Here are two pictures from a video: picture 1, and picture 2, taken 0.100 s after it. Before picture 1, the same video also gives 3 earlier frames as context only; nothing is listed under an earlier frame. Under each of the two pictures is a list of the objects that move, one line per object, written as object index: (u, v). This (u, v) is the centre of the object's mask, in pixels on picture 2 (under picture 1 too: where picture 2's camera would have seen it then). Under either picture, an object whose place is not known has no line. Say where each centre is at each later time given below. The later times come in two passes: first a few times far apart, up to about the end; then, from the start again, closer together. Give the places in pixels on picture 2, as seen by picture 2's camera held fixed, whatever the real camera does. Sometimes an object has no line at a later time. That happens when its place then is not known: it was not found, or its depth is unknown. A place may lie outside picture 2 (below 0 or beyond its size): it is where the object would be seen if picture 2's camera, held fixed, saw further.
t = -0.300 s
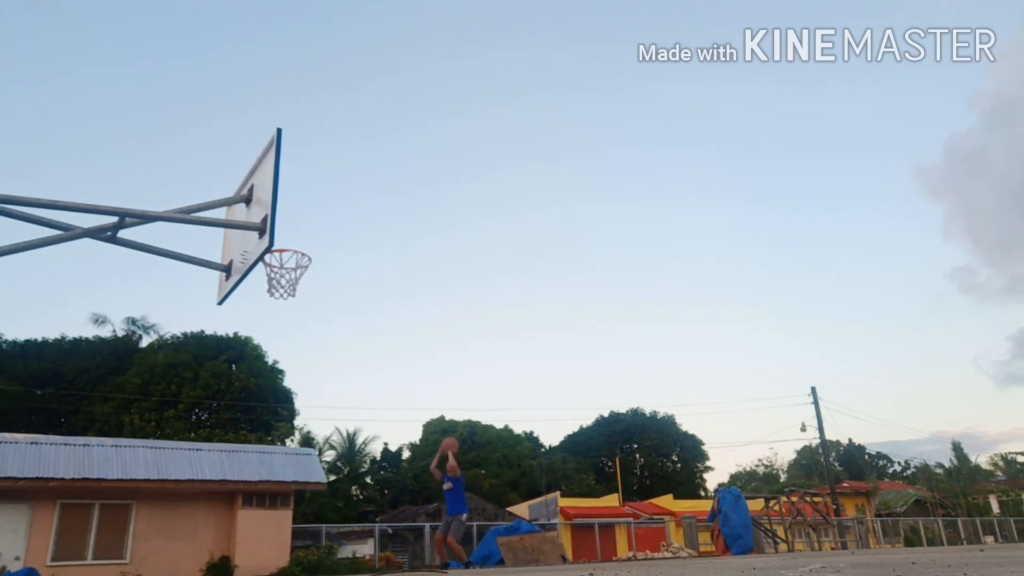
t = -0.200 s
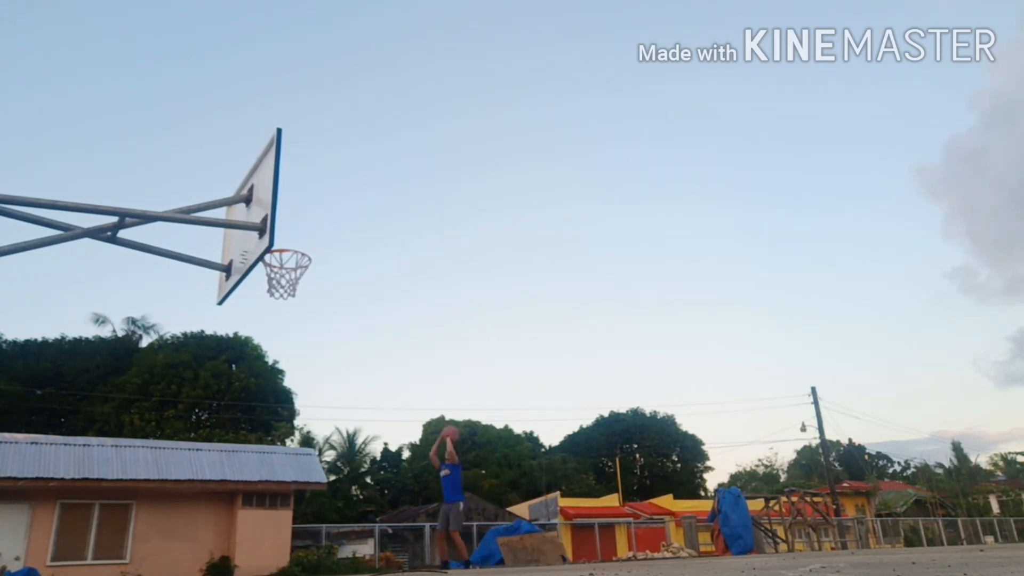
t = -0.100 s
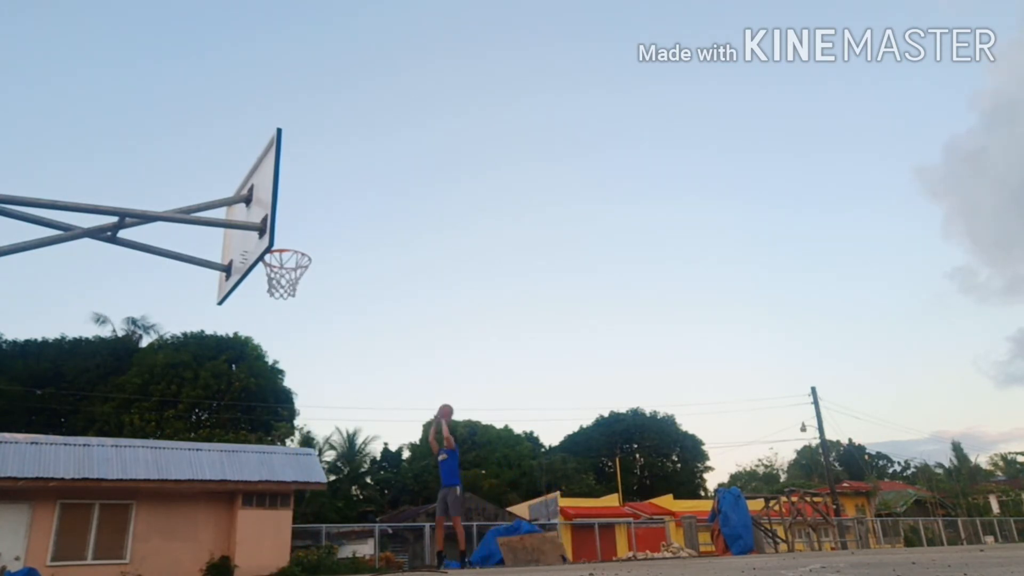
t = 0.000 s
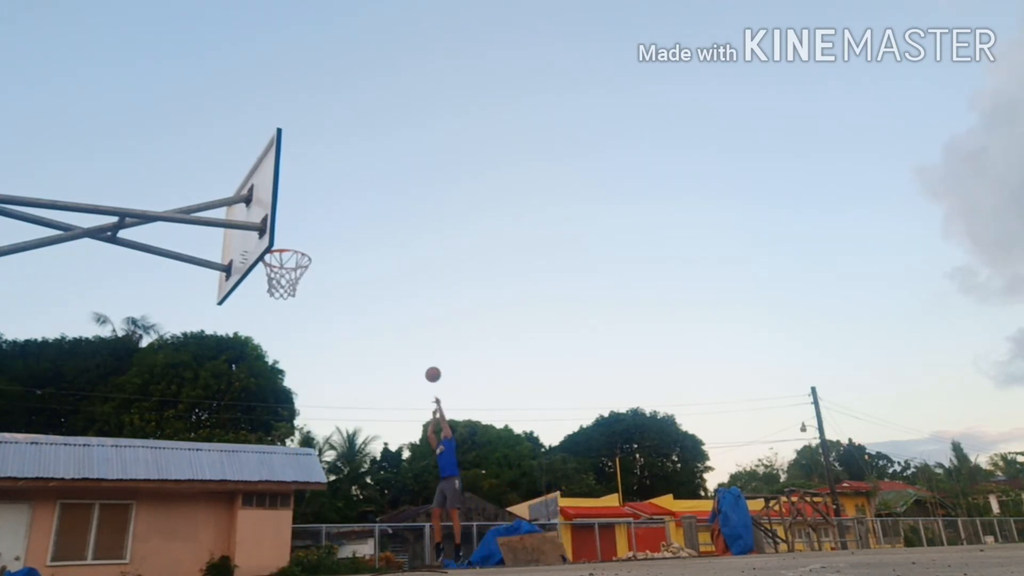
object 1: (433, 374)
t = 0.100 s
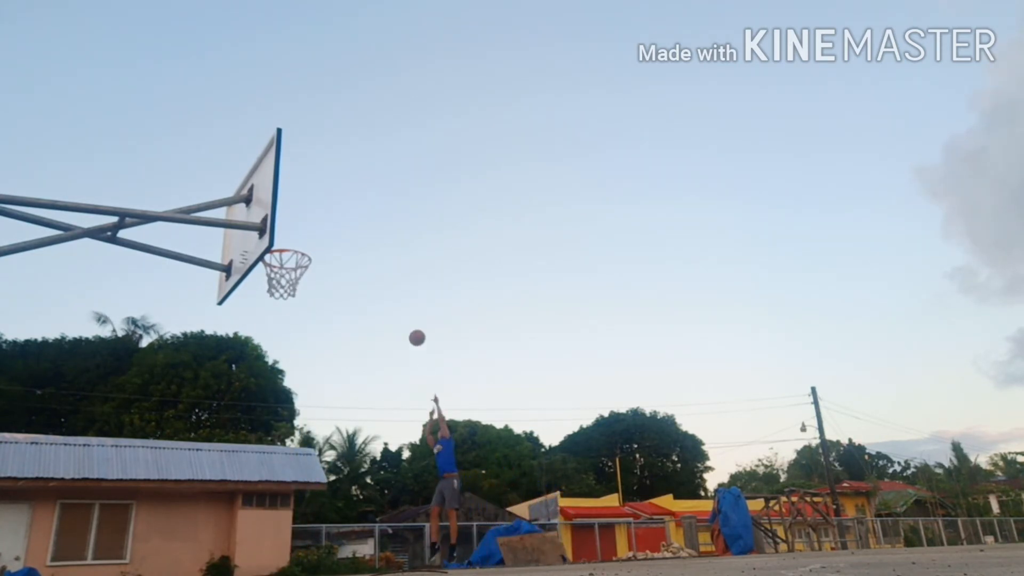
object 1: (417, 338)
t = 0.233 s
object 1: (394, 296)
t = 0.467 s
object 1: (347, 246)
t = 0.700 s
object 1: (289, 229)
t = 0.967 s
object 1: (304, 273)
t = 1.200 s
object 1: (294, 283)
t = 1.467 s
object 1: (271, 342)
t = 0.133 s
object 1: (411, 327)
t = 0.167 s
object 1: (405, 316)
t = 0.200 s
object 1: (400, 306)
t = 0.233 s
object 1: (394, 296)
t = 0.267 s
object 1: (388, 287)
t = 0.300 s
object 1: (381, 279)
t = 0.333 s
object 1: (375, 271)
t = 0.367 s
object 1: (368, 264)
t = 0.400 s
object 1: (361, 257)
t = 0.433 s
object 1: (355, 251)
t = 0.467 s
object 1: (347, 246)
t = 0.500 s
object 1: (340, 241)
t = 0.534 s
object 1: (332, 237)
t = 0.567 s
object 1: (324, 234)
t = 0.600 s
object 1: (316, 231)
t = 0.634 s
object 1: (307, 229)
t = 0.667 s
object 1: (298, 229)
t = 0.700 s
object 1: (289, 229)
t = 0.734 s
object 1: (282, 230)
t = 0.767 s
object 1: (277, 232)
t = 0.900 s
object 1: (287, 258)
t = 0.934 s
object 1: (299, 268)
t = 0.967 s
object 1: (304, 273)
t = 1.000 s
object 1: (304, 276)
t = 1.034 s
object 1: (304, 276)
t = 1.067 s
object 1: (302, 276)
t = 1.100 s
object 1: (301, 277)
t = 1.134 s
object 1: (296, 279)
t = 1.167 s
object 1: (297, 280)
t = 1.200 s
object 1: (294, 283)
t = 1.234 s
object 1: (292, 286)
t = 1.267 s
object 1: (289, 292)
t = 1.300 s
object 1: (286, 298)
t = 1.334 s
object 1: (284, 304)
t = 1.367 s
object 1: (281, 311)
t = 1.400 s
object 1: (278, 320)
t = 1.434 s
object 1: (275, 330)
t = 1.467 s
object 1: (271, 342)
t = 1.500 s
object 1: (268, 354)
